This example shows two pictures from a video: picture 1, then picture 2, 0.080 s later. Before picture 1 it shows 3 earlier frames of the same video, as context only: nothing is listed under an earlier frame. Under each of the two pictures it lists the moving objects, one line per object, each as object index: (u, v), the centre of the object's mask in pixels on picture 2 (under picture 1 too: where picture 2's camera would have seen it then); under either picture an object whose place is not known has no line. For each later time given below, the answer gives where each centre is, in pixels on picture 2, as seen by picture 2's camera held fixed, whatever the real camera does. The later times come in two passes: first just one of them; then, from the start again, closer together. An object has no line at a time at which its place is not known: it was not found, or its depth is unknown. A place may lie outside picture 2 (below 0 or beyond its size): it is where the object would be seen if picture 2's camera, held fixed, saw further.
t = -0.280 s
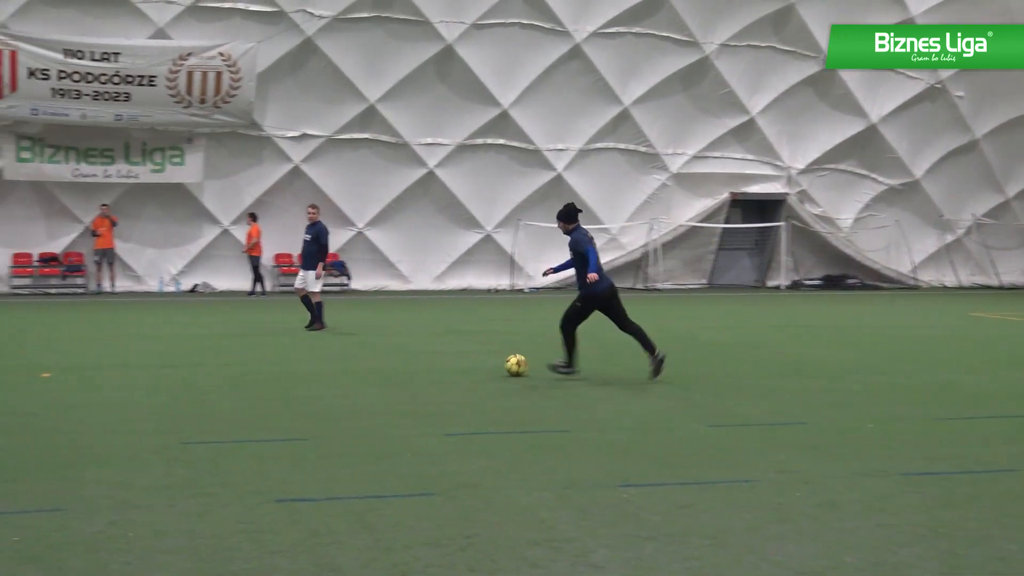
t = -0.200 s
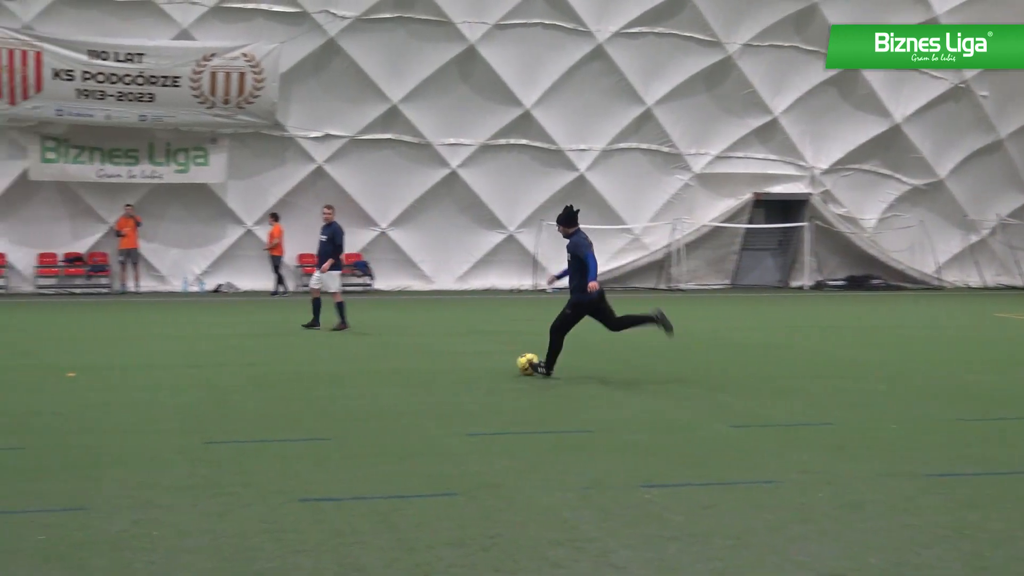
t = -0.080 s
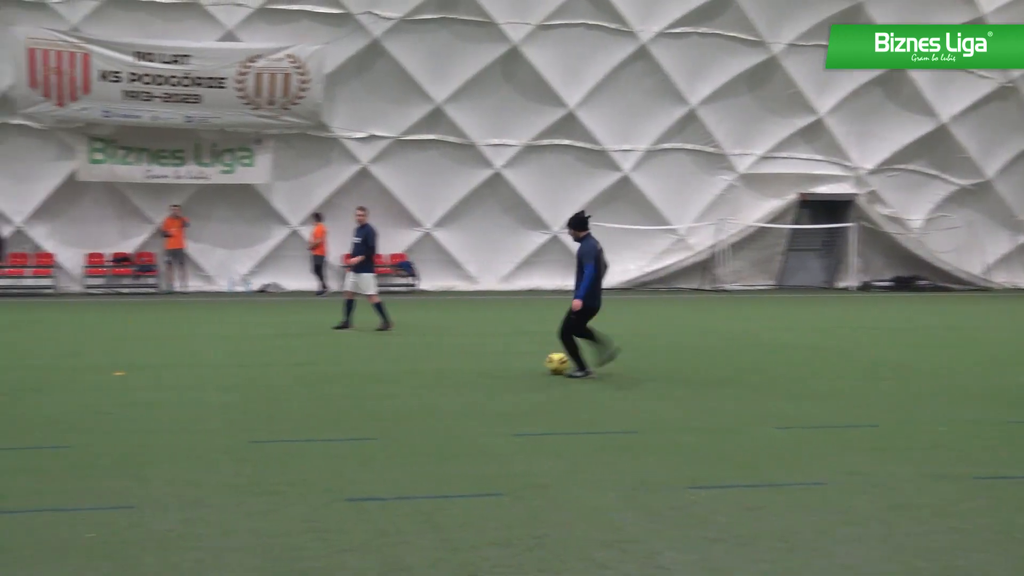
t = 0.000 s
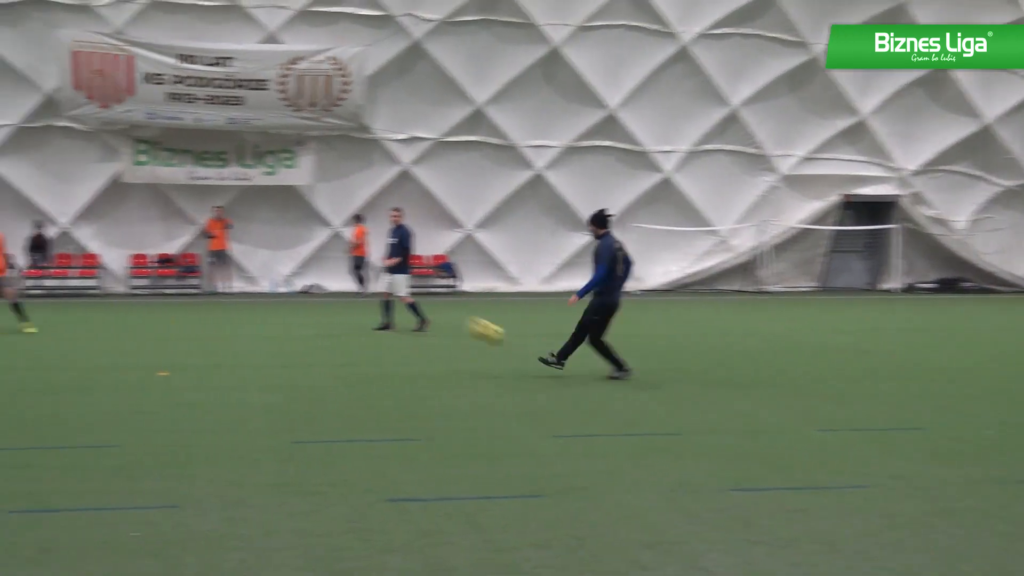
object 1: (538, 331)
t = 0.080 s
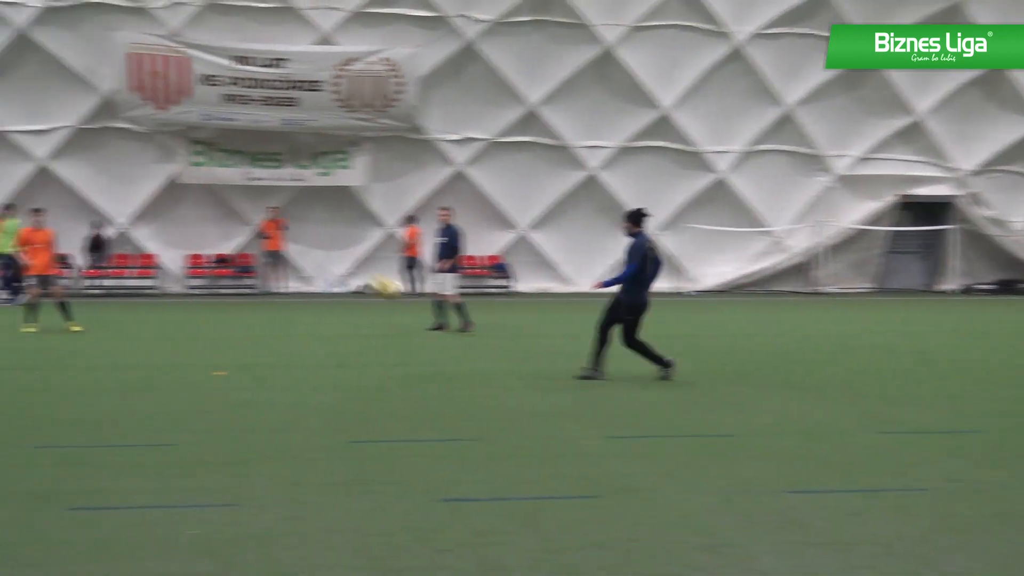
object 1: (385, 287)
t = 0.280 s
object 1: (-4, 189)
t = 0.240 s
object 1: (75, 207)
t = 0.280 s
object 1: (-4, 189)
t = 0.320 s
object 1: (-83, 172)
